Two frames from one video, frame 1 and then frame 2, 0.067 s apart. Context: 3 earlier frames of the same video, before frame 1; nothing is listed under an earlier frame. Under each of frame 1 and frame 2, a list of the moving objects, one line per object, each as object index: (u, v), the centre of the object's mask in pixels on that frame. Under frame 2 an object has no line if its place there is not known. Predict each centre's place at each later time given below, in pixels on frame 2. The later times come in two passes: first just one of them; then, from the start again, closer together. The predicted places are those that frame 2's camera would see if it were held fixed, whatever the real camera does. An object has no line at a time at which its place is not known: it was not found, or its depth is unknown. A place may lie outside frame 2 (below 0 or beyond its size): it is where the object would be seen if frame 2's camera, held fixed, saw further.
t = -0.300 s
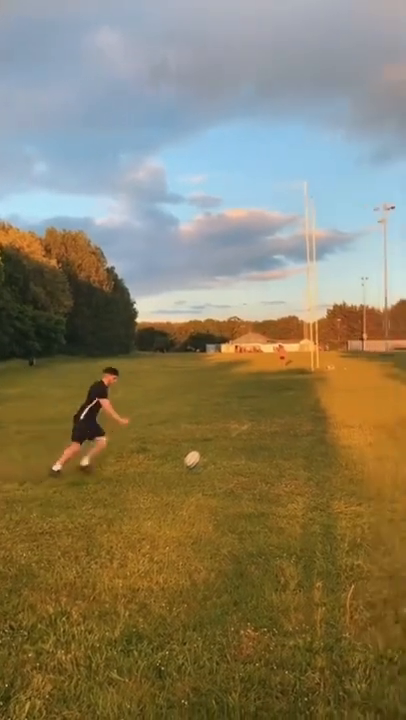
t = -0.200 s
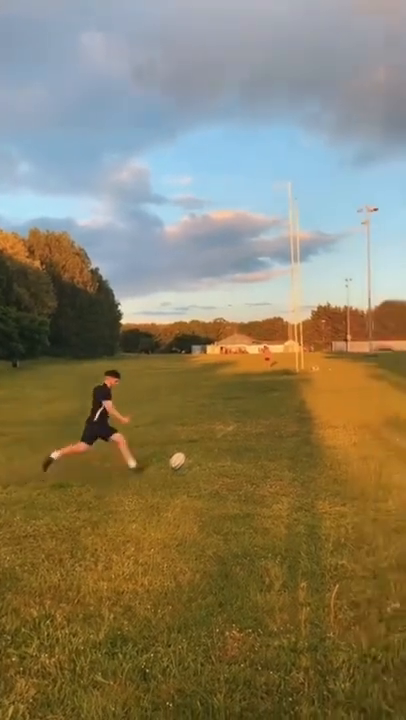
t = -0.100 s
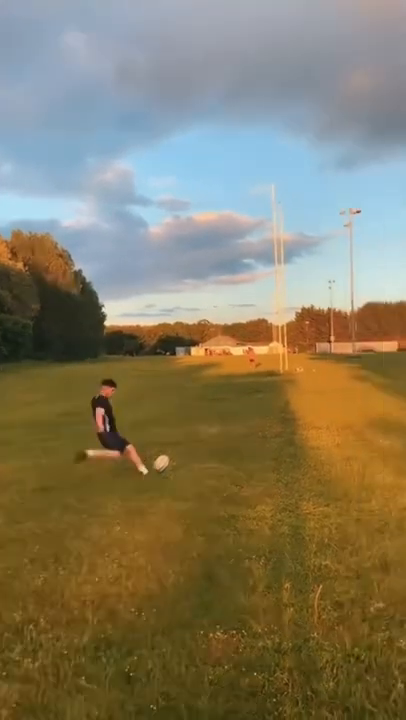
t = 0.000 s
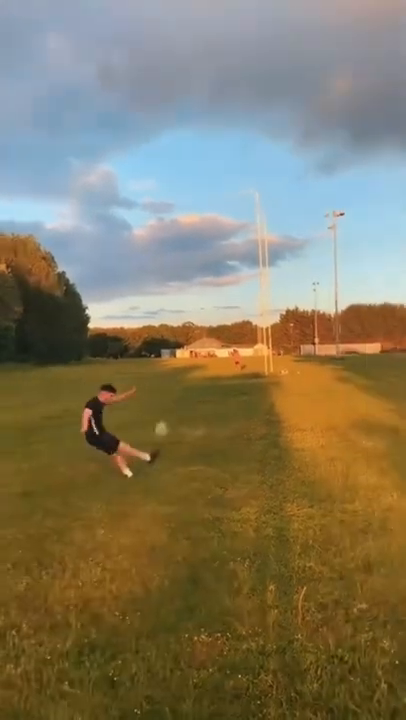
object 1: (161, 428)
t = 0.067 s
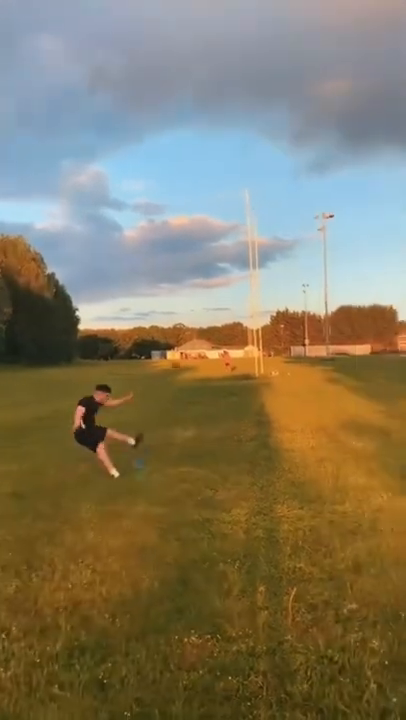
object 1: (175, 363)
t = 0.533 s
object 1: (242, 163)
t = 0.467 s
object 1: (238, 175)
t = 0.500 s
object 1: (240, 170)
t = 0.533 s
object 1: (242, 163)
